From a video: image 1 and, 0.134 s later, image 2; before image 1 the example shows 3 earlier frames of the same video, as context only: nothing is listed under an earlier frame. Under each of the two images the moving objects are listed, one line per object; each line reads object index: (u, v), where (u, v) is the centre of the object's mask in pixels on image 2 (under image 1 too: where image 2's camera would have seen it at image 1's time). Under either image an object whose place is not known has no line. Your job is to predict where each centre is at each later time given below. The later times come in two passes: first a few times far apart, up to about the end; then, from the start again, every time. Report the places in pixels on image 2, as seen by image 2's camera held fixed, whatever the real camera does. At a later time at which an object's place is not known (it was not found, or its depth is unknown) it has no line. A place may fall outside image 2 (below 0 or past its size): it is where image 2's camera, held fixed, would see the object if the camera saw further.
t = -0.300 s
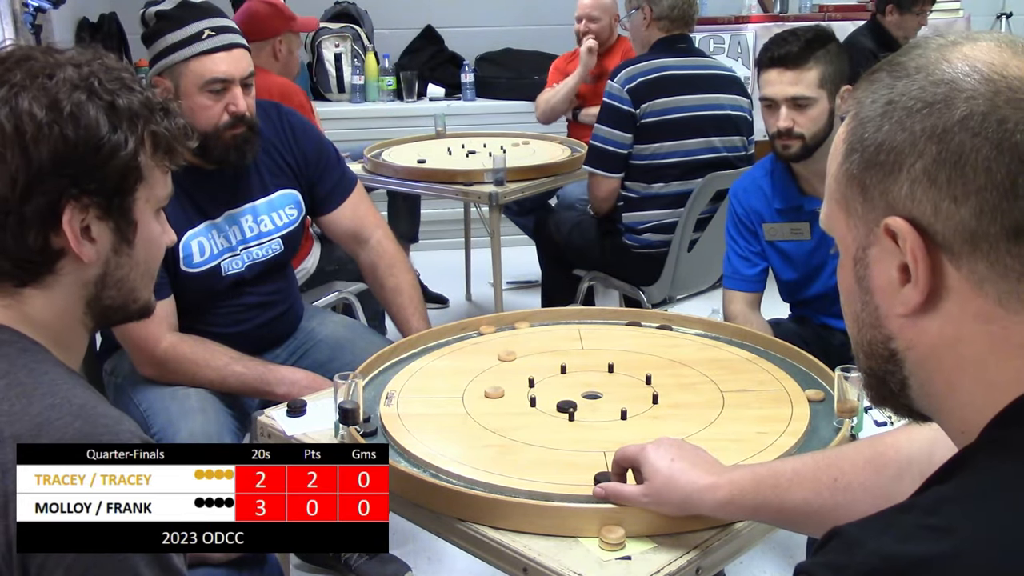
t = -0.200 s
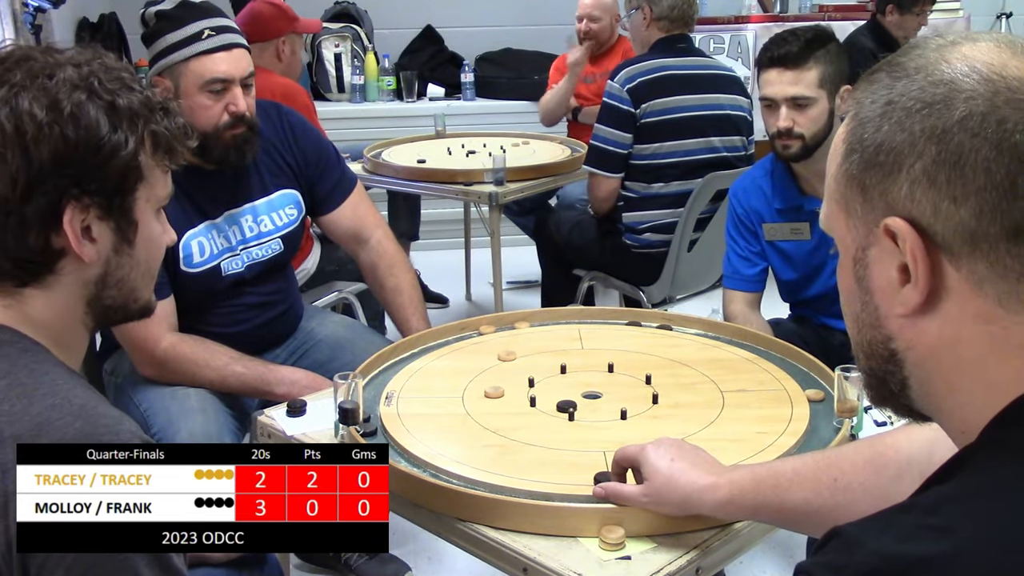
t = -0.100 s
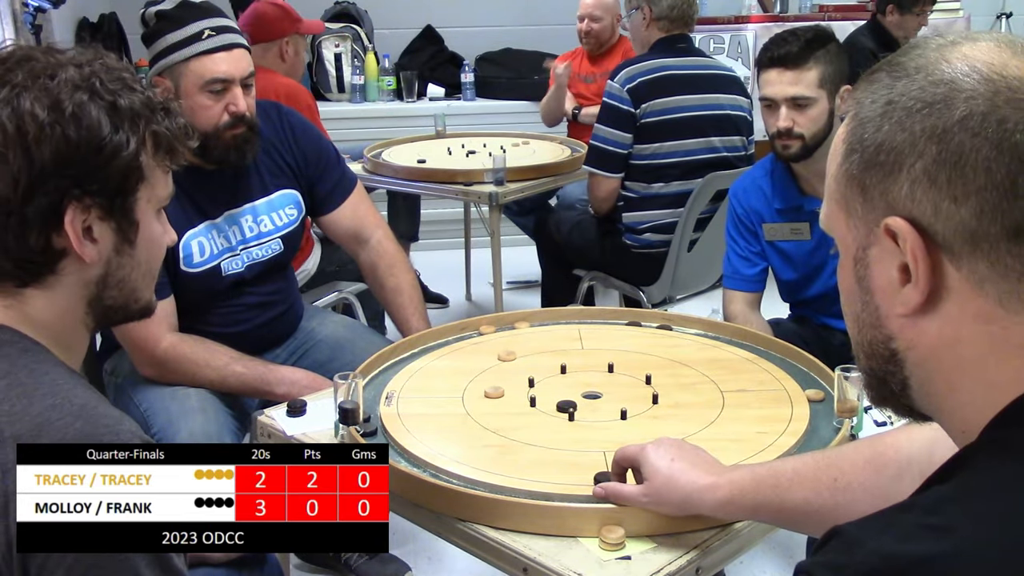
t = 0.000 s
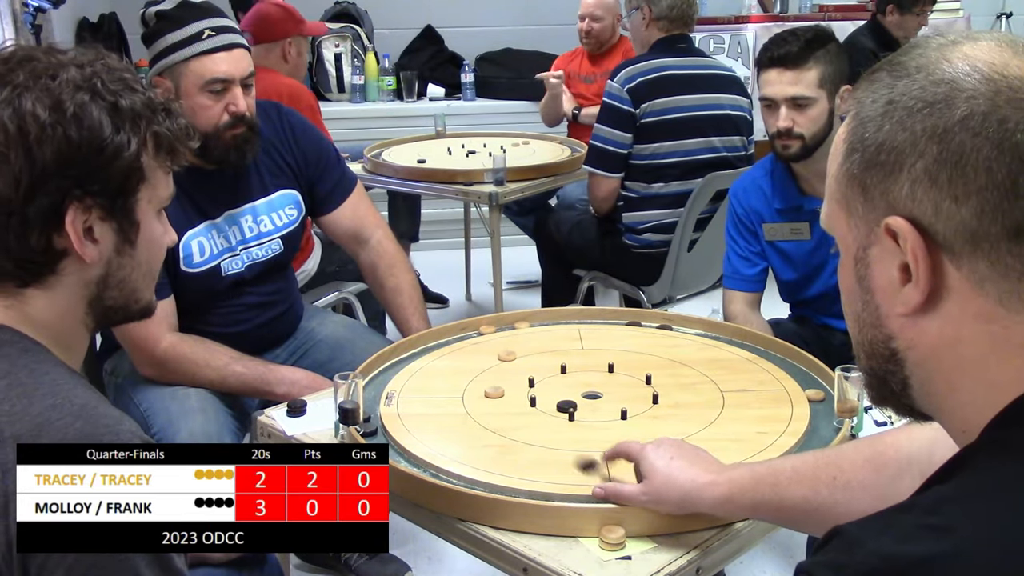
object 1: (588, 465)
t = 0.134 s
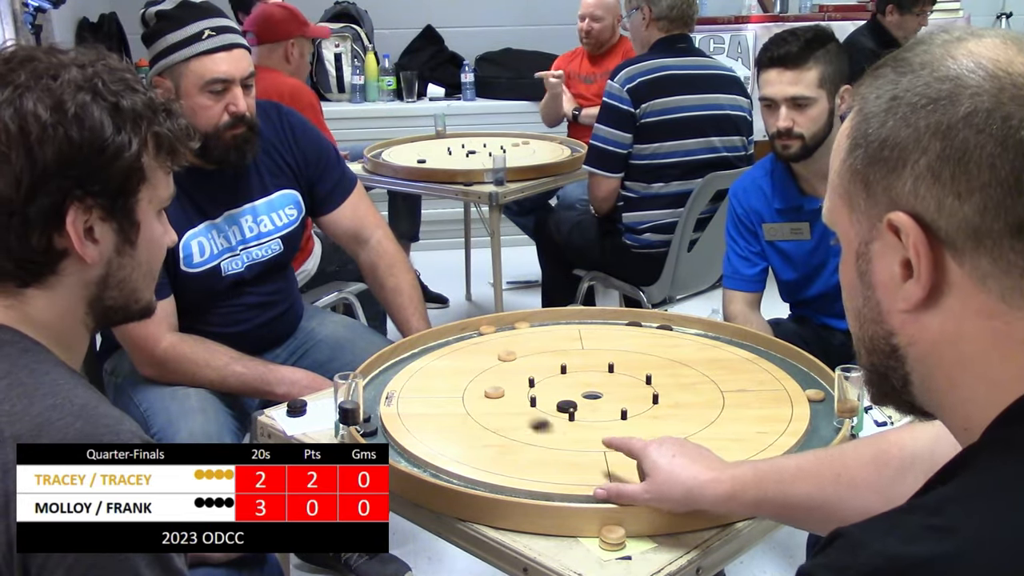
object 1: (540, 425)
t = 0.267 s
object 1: (510, 396)
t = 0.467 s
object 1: (520, 388)
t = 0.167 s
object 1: (530, 417)
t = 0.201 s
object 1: (521, 409)
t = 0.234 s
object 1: (513, 401)
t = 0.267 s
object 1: (510, 396)
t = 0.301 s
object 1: (512, 394)
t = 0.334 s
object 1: (514, 392)
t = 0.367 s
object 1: (516, 391)
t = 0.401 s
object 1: (518, 390)
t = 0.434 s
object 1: (519, 389)
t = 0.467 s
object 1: (520, 388)
